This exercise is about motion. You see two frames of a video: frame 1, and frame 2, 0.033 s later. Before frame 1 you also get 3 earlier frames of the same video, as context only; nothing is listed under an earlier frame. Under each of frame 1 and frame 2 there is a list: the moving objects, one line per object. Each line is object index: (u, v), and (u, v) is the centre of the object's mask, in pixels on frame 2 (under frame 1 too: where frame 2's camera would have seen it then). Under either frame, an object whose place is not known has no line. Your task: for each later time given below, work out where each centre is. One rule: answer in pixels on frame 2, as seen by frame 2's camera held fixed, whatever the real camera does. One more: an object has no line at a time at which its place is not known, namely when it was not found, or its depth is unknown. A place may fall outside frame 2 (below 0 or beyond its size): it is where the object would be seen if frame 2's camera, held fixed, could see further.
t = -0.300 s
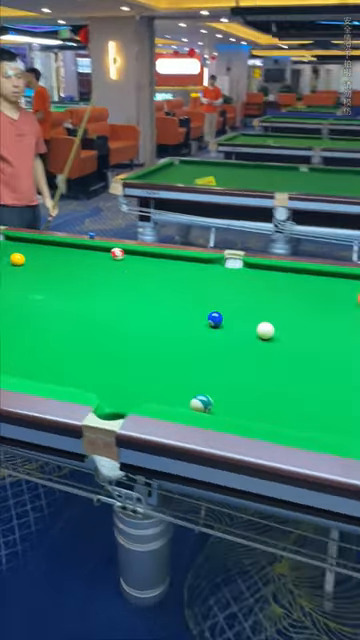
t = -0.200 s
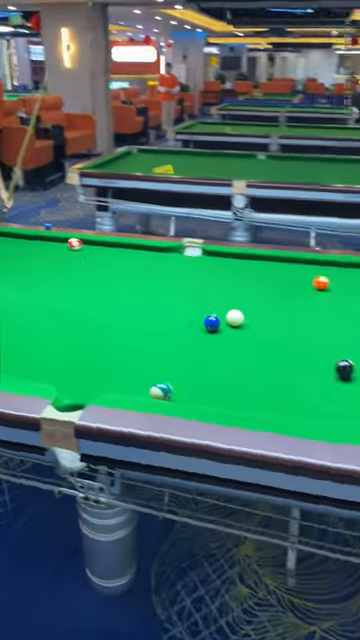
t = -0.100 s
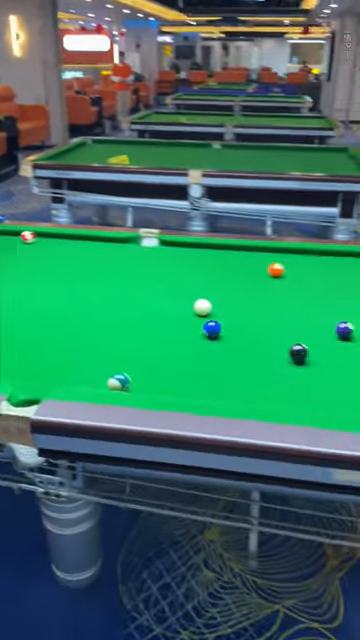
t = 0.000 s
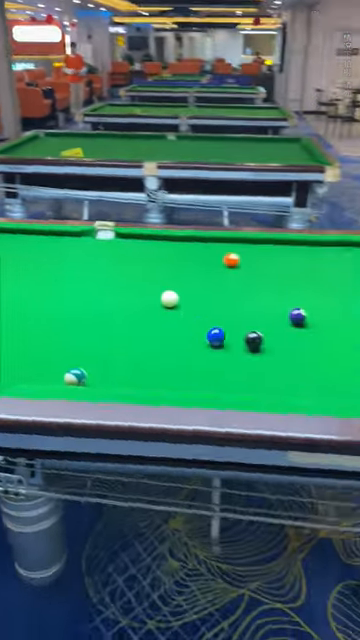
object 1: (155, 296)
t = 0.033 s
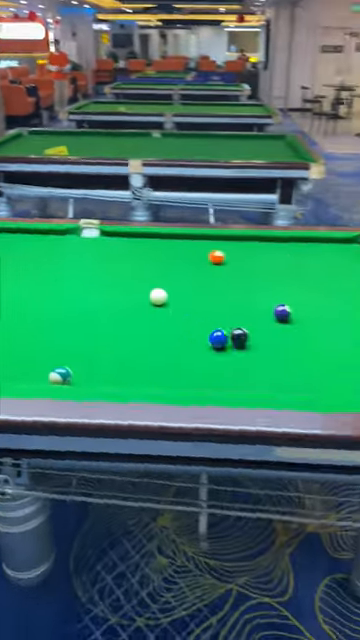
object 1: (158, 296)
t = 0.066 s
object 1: (161, 297)
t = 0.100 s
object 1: (165, 297)
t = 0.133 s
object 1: (168, 297)
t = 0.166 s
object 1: (171, 297)
